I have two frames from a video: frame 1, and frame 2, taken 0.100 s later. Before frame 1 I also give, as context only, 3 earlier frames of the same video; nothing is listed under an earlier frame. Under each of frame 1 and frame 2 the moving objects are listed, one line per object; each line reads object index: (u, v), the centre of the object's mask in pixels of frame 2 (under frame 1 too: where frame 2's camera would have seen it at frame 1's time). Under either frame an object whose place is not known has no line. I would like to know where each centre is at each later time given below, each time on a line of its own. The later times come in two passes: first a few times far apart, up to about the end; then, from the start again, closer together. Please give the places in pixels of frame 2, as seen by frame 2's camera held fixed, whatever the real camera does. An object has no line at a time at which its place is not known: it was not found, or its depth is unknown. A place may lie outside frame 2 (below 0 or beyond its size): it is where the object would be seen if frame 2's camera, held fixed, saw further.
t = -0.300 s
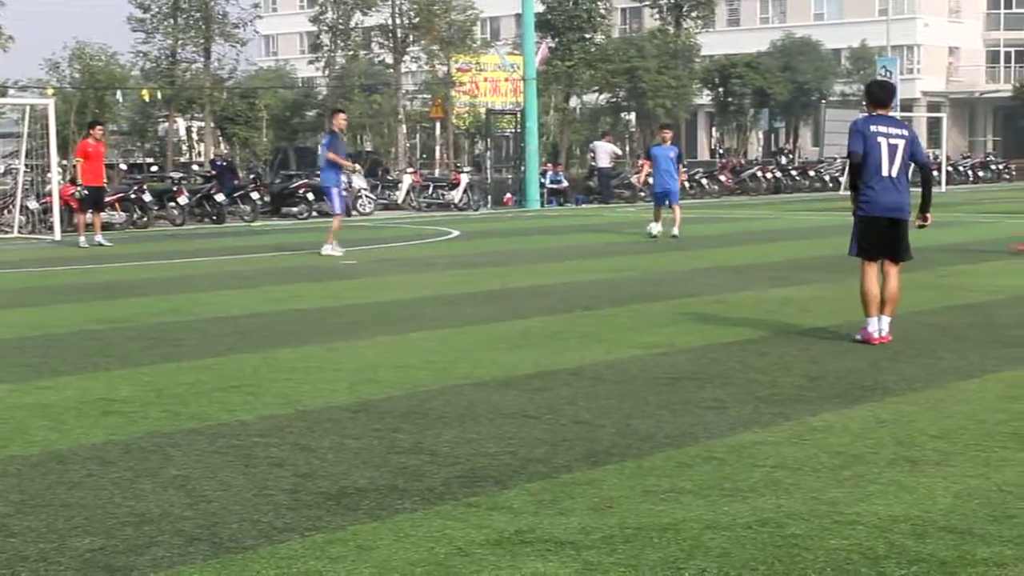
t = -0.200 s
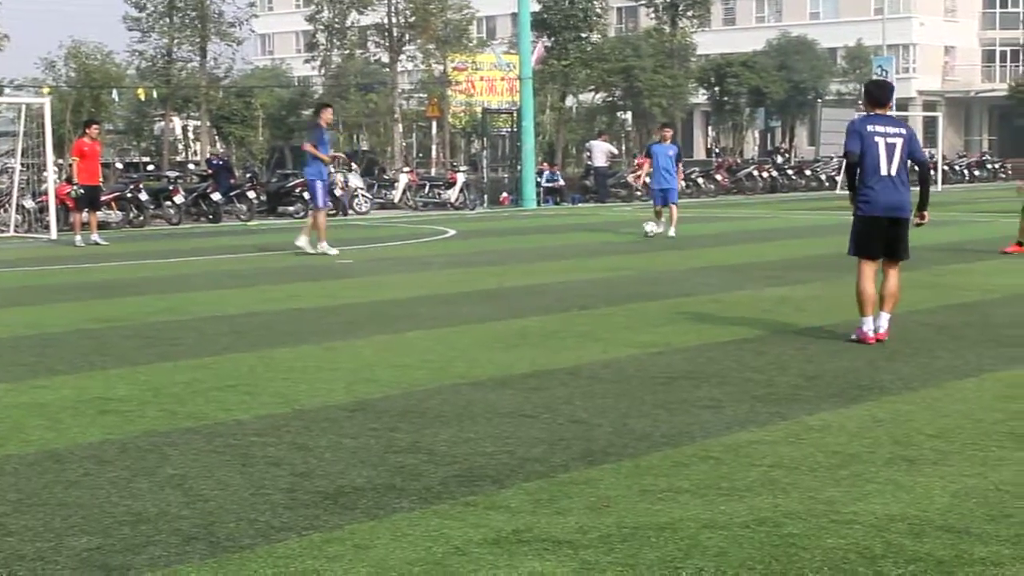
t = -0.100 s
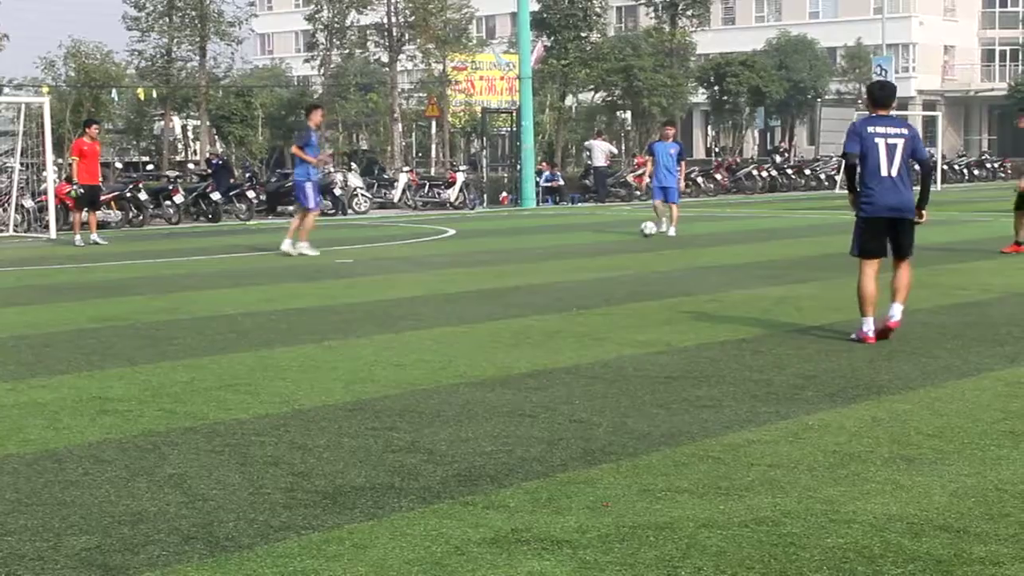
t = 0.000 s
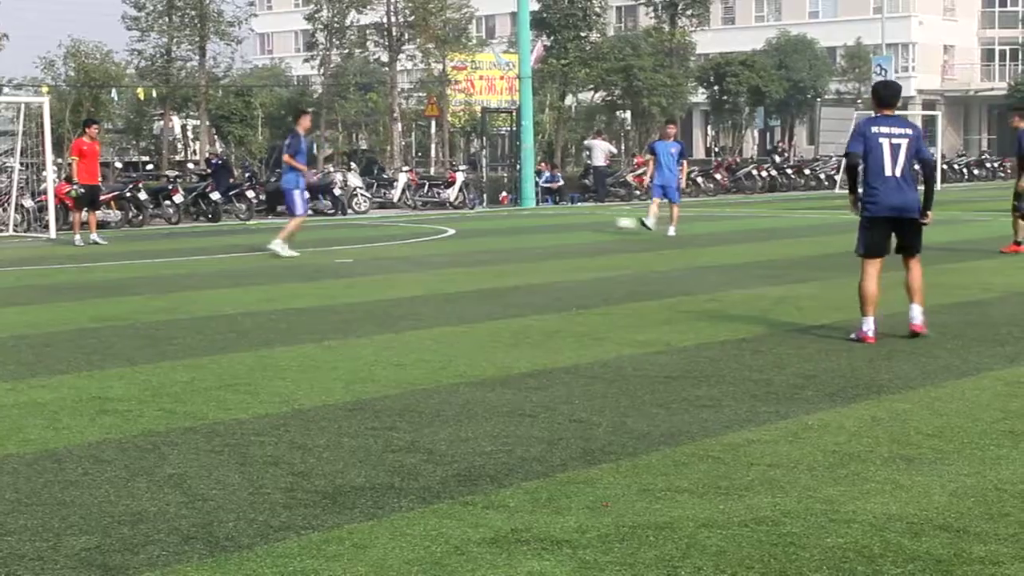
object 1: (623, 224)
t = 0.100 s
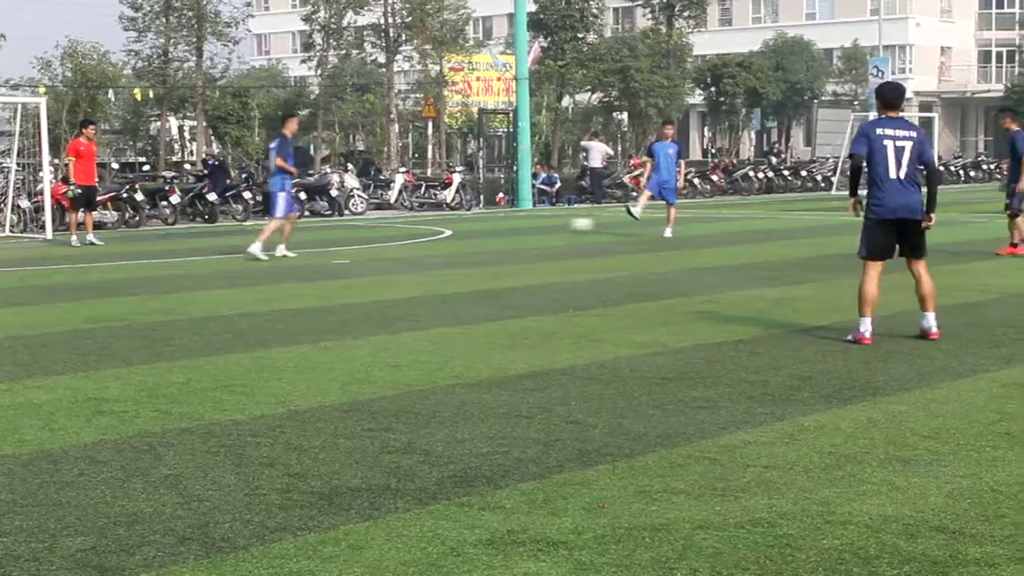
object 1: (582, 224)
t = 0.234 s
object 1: (525, 235)
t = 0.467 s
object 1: (442, 237)
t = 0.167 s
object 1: (554, 228)
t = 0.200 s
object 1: (539, 231)
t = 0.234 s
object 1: (525, 235)
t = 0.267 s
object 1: (512, 235)
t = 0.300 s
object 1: (501, 234)
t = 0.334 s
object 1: (489, 232)
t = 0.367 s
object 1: (478, 233)
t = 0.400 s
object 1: (466, 233)
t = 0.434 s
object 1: (455, 235)
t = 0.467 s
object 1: (442, 237)
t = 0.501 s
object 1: (430, 241)
